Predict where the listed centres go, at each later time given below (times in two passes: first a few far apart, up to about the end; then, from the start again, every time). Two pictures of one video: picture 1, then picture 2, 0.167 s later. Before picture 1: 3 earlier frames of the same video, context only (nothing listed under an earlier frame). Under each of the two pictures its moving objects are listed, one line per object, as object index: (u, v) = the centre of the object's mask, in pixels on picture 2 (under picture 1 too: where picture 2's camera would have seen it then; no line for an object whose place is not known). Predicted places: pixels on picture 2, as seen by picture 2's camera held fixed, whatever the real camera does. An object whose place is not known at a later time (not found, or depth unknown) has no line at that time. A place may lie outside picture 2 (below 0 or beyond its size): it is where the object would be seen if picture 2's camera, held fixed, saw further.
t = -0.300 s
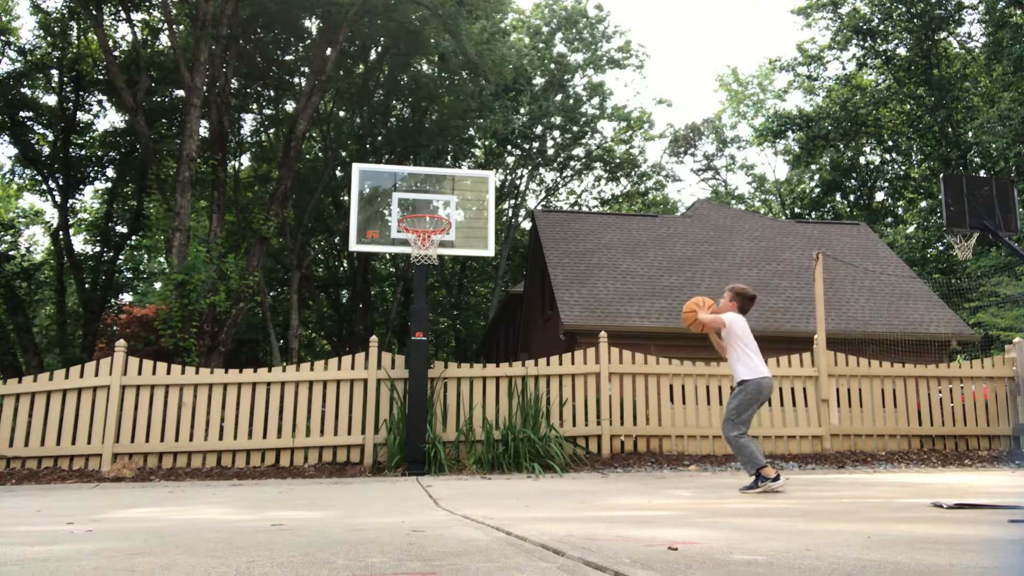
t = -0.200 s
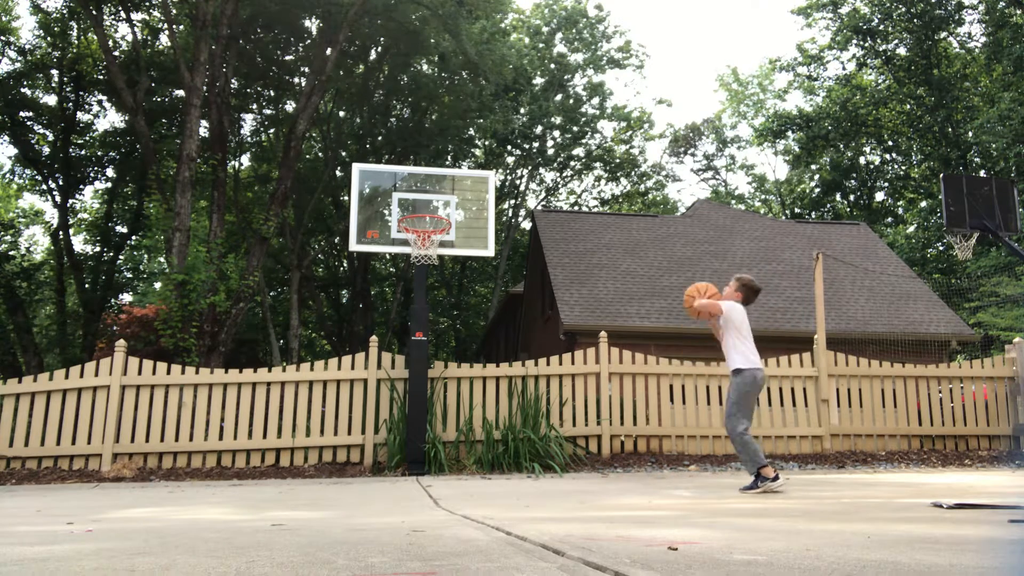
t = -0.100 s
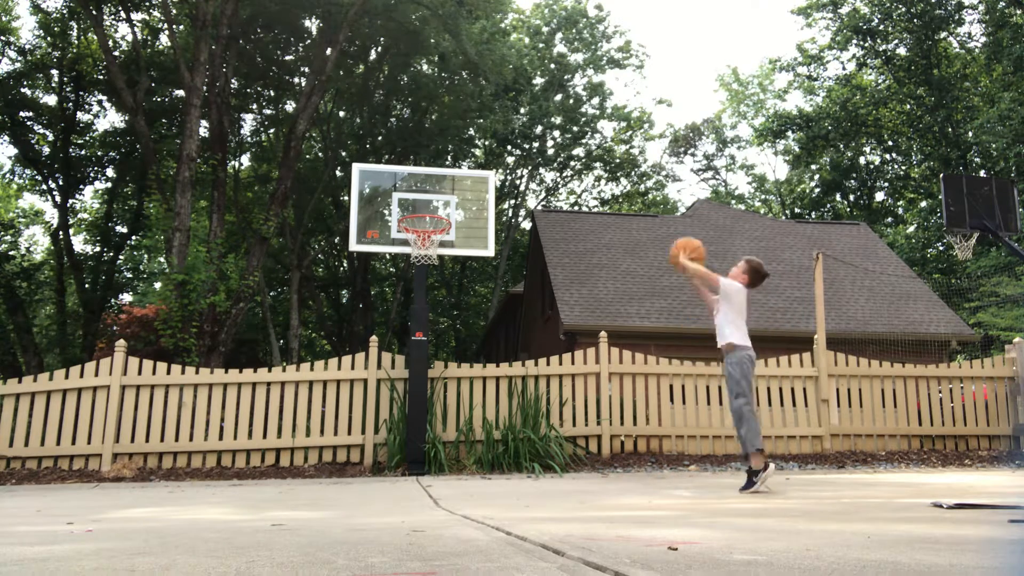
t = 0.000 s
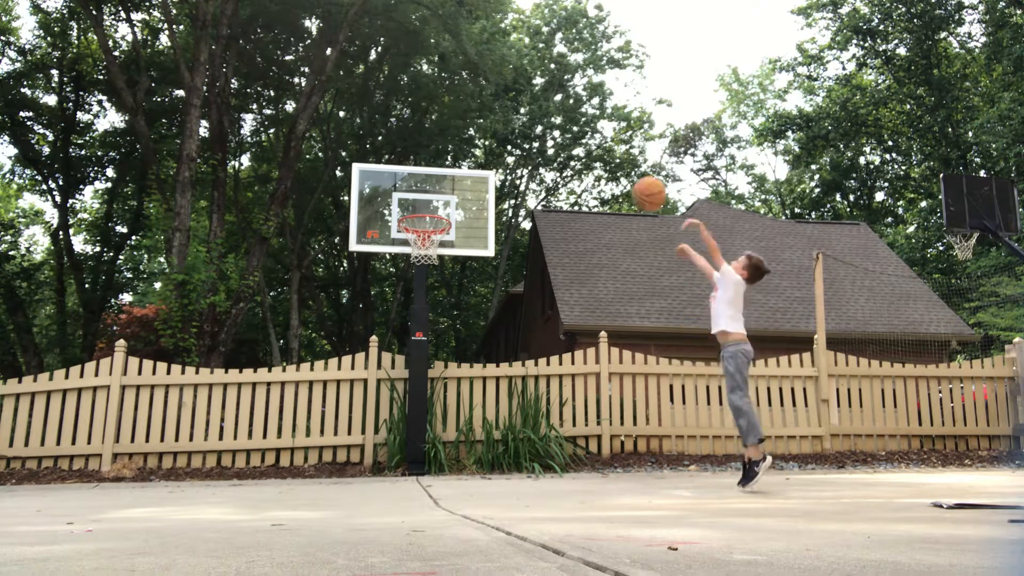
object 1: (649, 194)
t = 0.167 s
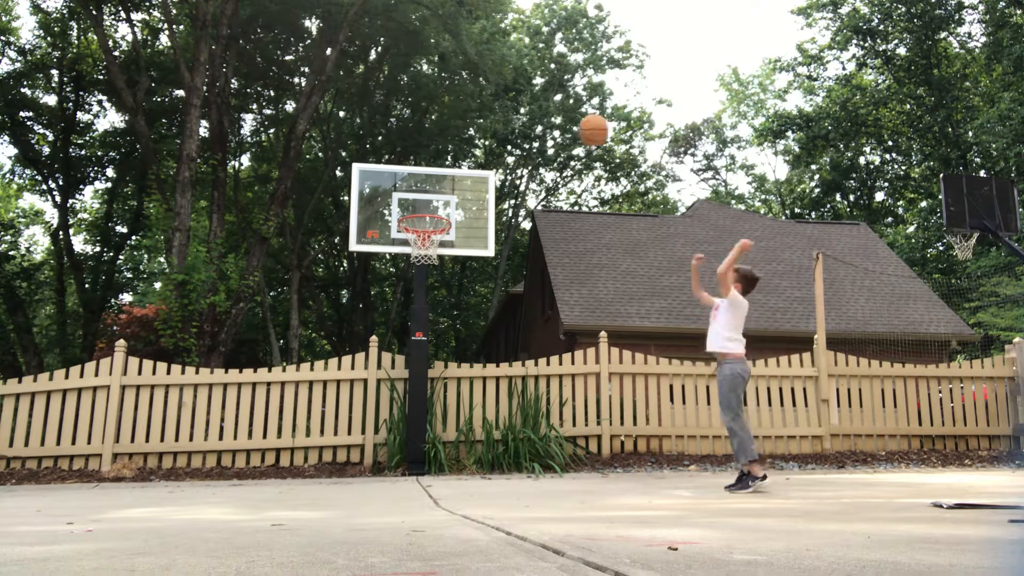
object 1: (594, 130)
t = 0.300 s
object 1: (556, 108)
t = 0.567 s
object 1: (490, 126)
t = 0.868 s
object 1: (432, 197)
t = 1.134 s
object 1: (413, 201)
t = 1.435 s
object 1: (387, 301)
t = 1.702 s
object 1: (359, 465)
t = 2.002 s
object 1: (317, 307)
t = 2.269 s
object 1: (276, 271)
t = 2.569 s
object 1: (219, 342)
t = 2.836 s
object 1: (163, 457)
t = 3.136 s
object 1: (120, 338)
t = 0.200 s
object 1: (583, 123)
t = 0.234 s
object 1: (574, 117)
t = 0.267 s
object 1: (564, 112)
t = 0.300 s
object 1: (556, 108)
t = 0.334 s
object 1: (546, 107)
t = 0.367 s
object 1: (538, 105)
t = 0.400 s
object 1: (529, 106)
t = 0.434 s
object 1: (522, 108)
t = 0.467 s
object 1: (513, 111)
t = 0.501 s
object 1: (505, 115)
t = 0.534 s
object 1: (497, 120)
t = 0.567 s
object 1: (490, 126)
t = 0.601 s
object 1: (482, 133)
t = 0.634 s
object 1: (474, 141)
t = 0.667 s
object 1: (467, 150)
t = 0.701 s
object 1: (460, 160)
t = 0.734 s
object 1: (453, 171)
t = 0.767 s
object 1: (446, 184)
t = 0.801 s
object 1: (438, 197)
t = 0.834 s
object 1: (434, 202)
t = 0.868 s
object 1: (432, 197)
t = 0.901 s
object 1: (430, 193)
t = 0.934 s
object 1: (427, 191)
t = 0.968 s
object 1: (425, 189)
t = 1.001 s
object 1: (423, 189)
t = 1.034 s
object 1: (420, 190)
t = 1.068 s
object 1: (418, 193)
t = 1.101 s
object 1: (415, 194)
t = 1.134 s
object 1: (413, 201)
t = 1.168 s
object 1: (409, 207)
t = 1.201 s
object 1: (407, 214)
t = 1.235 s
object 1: (405, 222)
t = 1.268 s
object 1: (402, 232)
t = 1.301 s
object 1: (398, 243)
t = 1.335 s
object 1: (396, 256)
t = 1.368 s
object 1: (393, 269)
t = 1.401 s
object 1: (390, 285)
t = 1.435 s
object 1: (387, 301)
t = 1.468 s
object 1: (384, 319)
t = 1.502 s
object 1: (381, 338)
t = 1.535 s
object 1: (378, 360)
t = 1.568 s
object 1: (374, 383)
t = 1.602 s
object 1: (370, 407)
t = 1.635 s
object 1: (368, 433)
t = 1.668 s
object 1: (363, 461)
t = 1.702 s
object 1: (359, 465)
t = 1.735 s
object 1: (355, 440)
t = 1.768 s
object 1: (350, 417)
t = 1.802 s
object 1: (346, 396)
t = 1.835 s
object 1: (341, 377)
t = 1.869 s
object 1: (337, 359)
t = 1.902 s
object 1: (332, 343)
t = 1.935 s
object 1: (327, 330)
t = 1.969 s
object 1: (322, 317)
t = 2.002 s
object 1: (317, 307)
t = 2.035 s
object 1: (312, 297)
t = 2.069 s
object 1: (308, 289)
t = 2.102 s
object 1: (303, 283)
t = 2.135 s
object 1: (298, 278)
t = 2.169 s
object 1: (292, 274)
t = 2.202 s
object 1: (287, 271)
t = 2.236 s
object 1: (282, 271)
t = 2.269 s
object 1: (276, 271)
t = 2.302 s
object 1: (270, 273)
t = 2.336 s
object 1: (265, 276)
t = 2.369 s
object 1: (259, 282)
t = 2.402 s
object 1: (253, 288)
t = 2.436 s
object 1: (247, 296)
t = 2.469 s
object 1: (240, 305)
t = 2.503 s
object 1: (233, 315)
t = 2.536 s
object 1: (226, 328)
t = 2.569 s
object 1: (219, 342)
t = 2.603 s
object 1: (212, 357)
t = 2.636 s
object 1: (205, 374)
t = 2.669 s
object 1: (197, 393)
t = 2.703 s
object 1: (190, 415)
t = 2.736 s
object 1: (182, 437)
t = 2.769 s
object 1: (174, 461)
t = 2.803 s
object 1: (167, 478)
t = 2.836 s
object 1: (163, 457)
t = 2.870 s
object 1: (159, 436)
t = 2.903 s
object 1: (154, 417)
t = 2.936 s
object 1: (150, 401)
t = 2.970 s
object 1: (146, 387)
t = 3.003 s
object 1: (141, 373)
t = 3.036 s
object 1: (137, 362)
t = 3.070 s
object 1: (131, 352)
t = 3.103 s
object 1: (126, 344)
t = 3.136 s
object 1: (120, 338)
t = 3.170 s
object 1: (115, 333)
